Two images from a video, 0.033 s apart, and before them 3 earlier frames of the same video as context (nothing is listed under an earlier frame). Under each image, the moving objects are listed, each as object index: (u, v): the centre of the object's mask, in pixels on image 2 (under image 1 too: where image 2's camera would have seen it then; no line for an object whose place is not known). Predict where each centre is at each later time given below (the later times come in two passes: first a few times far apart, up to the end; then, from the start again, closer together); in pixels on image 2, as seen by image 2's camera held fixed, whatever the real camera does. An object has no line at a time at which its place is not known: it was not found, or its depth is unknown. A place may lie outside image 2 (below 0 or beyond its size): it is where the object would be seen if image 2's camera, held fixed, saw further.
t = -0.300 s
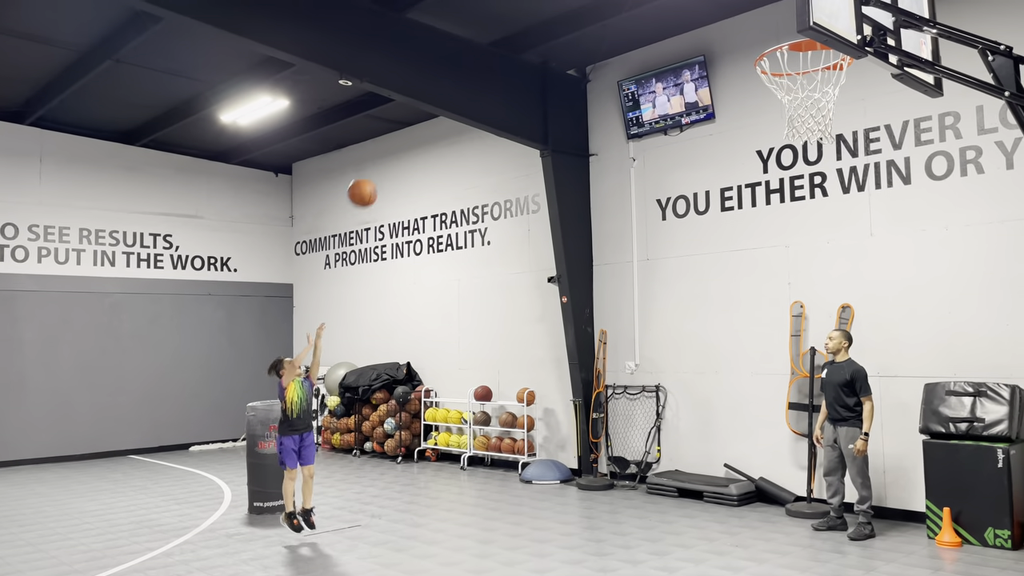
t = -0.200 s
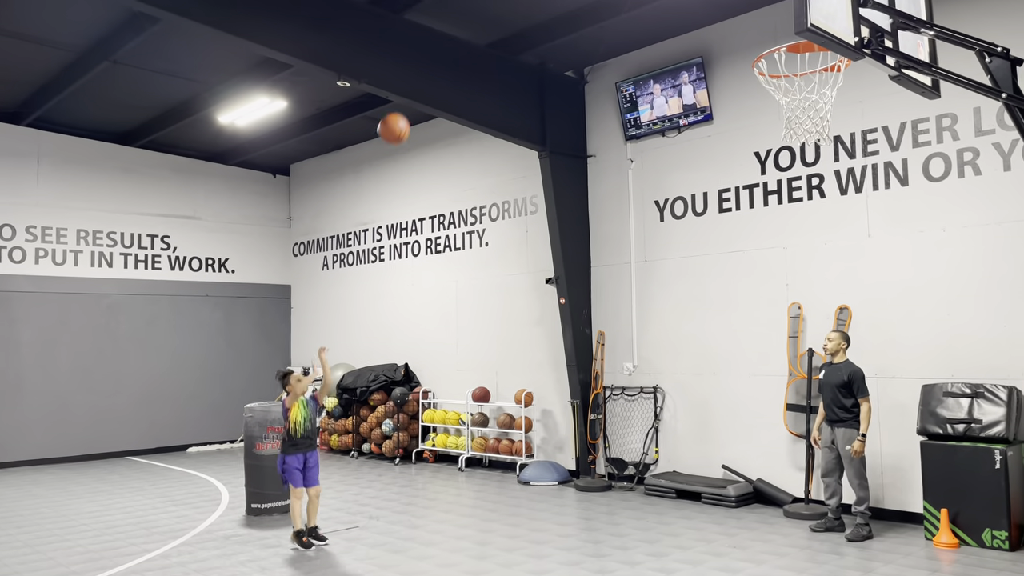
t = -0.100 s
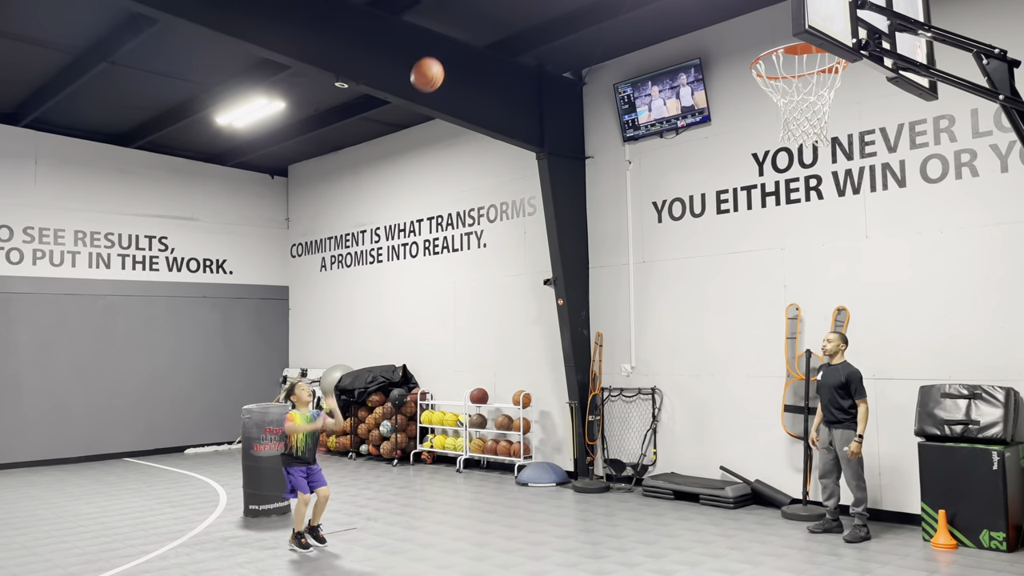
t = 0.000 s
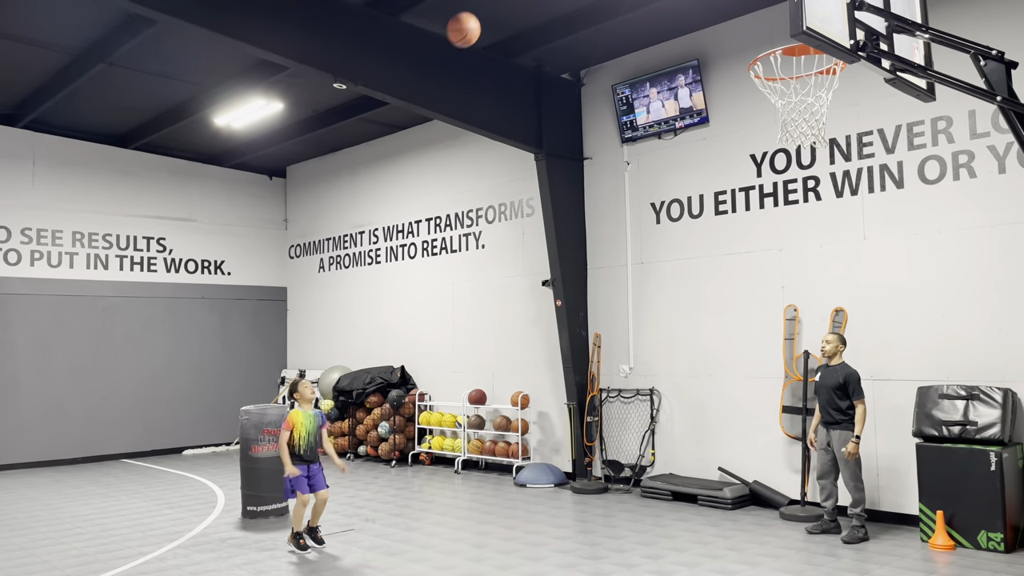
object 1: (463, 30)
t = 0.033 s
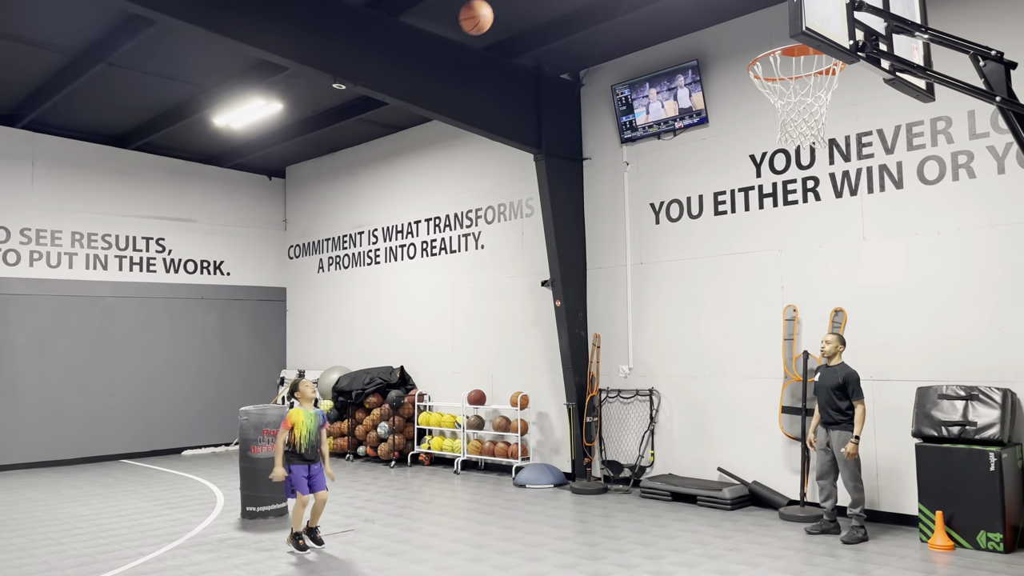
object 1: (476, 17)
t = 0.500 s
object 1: (695, 1)
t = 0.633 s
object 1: (770, 39)
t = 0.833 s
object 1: (850, 120)
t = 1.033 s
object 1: (885, 220)
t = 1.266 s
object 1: (941, 460)
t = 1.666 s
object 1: (788, 489)
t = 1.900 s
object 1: (657, 453)
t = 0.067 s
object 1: (489, 10)
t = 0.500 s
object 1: (695, 1)
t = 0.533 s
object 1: (714, 6)
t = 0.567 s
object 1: (734, 13)
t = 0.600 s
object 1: (754, 26)
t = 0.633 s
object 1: (770, 39)
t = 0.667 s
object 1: (795, 64)
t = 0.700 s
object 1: (818, 85)
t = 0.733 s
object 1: (834, 100)
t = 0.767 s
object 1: (840, 105)
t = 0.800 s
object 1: (845, 112)
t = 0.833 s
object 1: (850, 120)
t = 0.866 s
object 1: (855, 131)
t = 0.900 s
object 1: (860, 144)
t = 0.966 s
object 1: (872, 177)
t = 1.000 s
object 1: (878, 197)
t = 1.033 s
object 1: (885, 220)
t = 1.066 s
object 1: (891, 245)
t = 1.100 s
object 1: (898, 274)
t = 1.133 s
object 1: (906, 304)
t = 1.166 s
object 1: (914, 338)
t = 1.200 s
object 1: (923, 376)
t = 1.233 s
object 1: (931, 416)
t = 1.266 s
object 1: (941, 460)
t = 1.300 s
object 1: (950, 504)
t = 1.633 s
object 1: (811, 505)
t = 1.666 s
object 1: (788, 489)
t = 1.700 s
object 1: (768, 477)
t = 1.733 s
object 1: (747, 467)
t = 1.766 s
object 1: (728, 460)
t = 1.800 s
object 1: (710, 455)
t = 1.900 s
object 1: (657, 453)
